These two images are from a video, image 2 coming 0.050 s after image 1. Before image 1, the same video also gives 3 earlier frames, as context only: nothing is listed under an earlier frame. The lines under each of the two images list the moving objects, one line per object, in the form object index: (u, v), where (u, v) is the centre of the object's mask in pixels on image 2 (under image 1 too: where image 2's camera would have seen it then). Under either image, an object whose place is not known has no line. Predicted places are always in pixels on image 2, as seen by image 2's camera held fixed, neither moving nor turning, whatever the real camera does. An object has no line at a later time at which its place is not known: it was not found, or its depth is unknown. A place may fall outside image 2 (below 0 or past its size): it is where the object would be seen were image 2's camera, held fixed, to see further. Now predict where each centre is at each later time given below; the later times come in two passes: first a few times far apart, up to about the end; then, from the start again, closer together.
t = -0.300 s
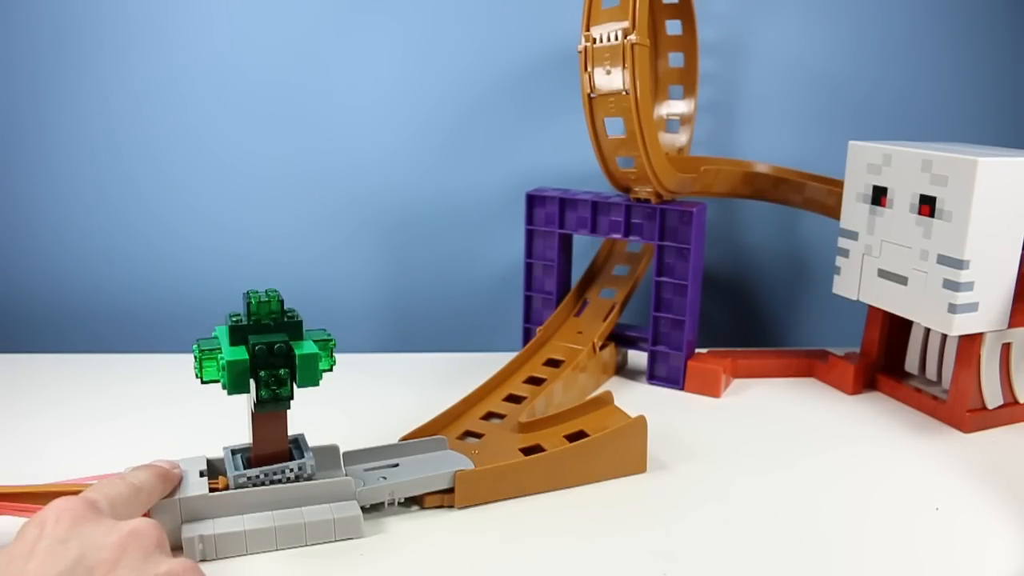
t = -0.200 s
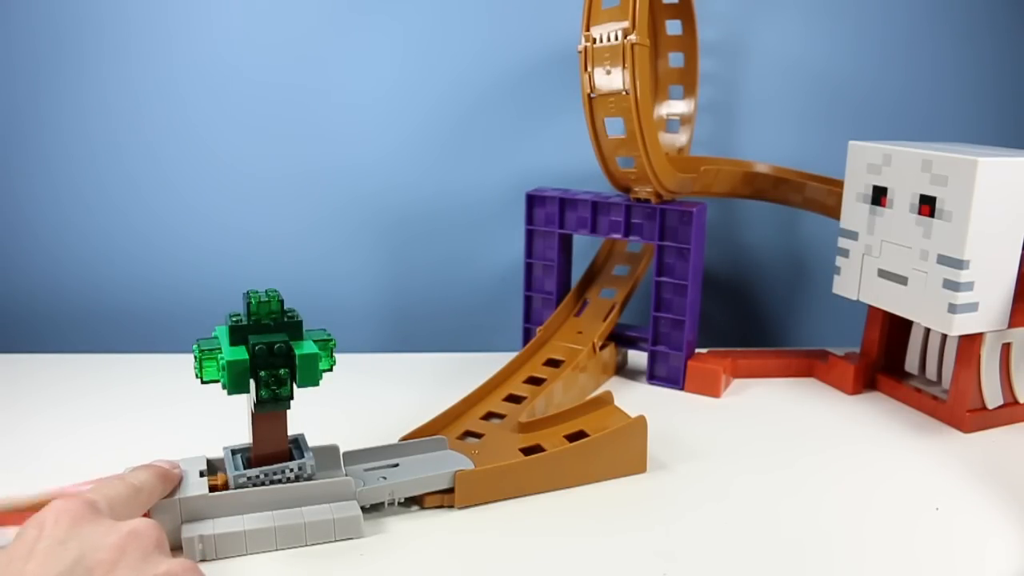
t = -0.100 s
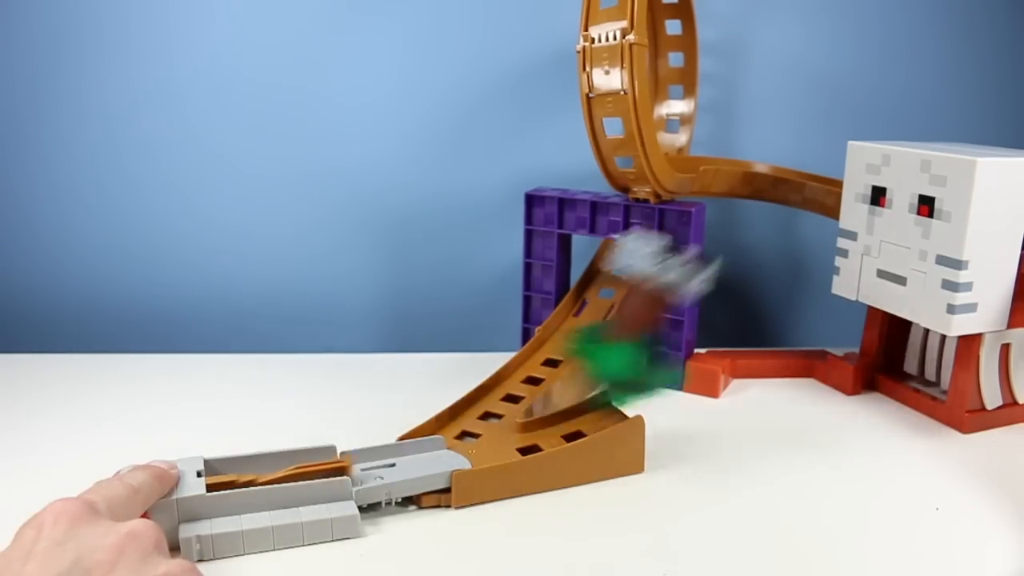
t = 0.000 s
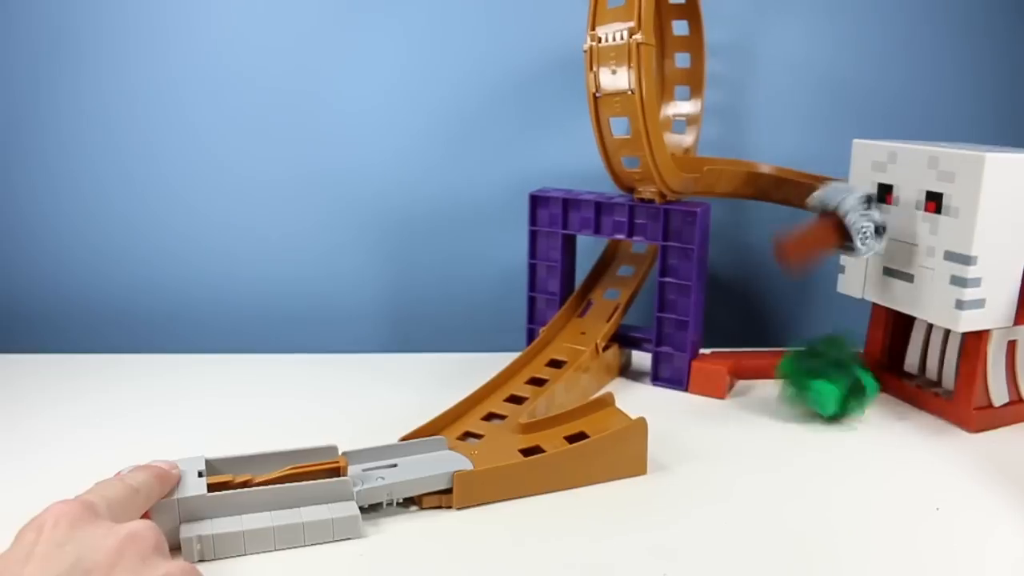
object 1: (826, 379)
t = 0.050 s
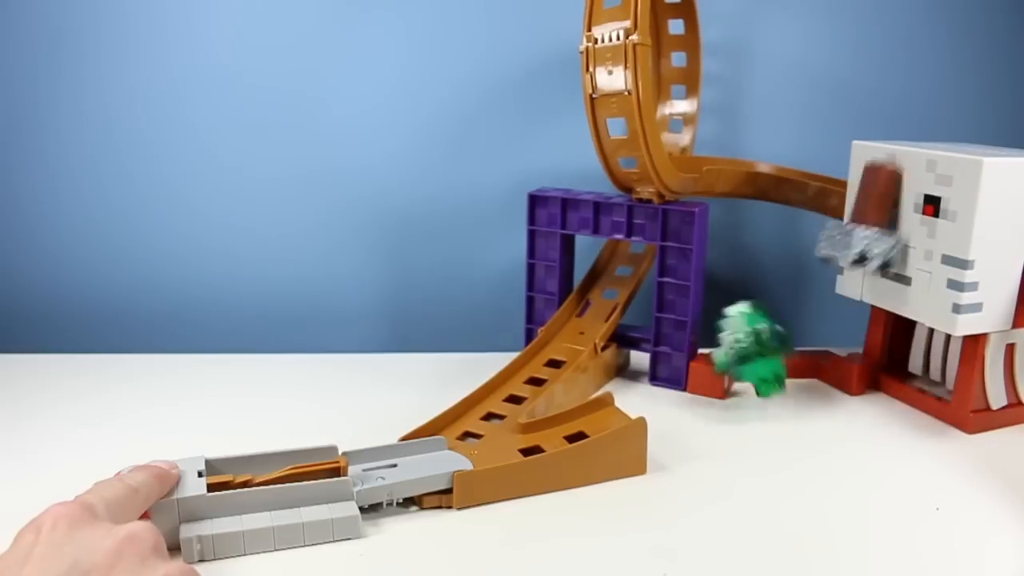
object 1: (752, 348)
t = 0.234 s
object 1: (668, 394)
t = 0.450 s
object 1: (706, 425)
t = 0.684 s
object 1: (708, 439)
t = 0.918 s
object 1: (709, 438)
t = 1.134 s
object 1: (710, 438)
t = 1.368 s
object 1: (710, 437)
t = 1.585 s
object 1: (710, 437)
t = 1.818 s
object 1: (710, 438)
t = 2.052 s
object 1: (710, 437)
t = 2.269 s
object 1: (710, 437)
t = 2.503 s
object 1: (710, 437)
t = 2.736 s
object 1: (710, 437)
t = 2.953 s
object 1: (711, 437)
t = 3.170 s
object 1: (711, 437)
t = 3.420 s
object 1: (711, 437)
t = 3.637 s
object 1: (711, 437)
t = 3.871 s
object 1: (711, 437)
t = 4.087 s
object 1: (711, 437)
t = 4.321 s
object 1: (711, 437)
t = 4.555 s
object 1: (711, 436)
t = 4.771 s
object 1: (711, 436)
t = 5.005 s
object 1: (711, 436)
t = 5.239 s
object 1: (711, 436)
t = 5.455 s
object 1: (711, 436)
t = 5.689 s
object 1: (711, 436)
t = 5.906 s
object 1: (711, 436)
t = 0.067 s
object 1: (730, 346)
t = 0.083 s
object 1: (719, 347)
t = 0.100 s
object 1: (708, 354)
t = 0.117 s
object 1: (696, 365)
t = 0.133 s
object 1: (684, 379)
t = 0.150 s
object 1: (677, 384)
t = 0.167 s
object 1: (671, 384)
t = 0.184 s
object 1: (662, 386)
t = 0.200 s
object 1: (657, 392)
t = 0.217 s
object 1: (662, 393)
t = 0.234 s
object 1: (668, 394)
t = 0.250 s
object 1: (675, 397)
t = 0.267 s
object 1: (680, 402)
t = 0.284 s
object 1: (683, 403)
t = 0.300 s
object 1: (686, 404)
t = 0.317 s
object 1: (688, 405)
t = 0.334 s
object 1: (691, 405)
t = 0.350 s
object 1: (692, 406)
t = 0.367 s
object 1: (694, 408)
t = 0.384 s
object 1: (696, 410)
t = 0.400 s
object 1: (698, 412)
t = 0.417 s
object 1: (700, 415)
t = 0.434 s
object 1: (703, 419)
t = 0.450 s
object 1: (706, 425)
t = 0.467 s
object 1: (710, 430)
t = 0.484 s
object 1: (712, 430)
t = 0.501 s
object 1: (714, 432)
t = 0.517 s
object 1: (715, 434)
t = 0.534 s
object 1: (713, 436)
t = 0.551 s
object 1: (711, 437)
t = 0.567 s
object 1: (710, 438)
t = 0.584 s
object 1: (709, 438)
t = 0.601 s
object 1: (707, 440)
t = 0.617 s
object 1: (707, 440)
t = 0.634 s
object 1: (707, 440)
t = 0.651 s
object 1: (707, 440)
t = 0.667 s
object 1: (707, 440)
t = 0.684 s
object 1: (708, 439)
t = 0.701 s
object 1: (710, 438)
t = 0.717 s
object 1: (710, 438)
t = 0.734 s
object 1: (711, 437)
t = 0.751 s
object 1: (711, 437)
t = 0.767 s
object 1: (711, 437)
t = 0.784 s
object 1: (711, 437)
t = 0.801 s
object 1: (711, 437)
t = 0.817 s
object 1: (710, 438)
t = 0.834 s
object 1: (710, 438)
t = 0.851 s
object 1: (709, 438)
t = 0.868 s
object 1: (709, 438)
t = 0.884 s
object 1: (709, 439)
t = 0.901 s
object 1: (709, 438)
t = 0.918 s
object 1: (709, 438)
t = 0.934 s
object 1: (710, 438)
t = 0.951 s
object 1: (710, 438)
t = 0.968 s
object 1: (710, 437)
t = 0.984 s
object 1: (711, 437)
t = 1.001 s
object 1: (711, 437)
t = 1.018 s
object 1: (711, 437)
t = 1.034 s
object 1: (711, 437)
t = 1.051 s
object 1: (710, 438)
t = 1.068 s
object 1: (710, 438)
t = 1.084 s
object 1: (710, 438)
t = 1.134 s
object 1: (710, 438)
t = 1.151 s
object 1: (710, 437)
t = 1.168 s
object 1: (710, 437)
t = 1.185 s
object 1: (711, 437)
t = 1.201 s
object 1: (711, 437)
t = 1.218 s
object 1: (710, 437)
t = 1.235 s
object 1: (710, 437)
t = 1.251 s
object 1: (710, 437)
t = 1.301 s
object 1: (710, 438)
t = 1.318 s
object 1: (710, 438)
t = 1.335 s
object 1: (710, 437)
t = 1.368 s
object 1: (710, 437)
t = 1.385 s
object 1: (710, 438)
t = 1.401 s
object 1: (710, 437)
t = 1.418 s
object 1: (710, 437)
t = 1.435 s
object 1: (710, 437)
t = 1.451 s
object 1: (710, 438)
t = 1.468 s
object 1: (710, 437)
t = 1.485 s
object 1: (710, 437)
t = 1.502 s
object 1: (710, 437)
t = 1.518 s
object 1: (710, 437)
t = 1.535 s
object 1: (710, 438)
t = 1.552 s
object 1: (710, 437)
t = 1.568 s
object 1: (710, 437)
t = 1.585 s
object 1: (710, 437)
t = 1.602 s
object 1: (710, 437)
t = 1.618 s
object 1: (710, 437)
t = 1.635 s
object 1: (710, 438)
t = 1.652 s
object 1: (710, 437)
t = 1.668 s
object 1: (710, 437)
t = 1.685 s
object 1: (710, 438)
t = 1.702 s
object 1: (710, 437)
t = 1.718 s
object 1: (710, 437)
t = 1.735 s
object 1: (710, 438)
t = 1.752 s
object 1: (710, 437)
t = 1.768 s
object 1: (710, 438)
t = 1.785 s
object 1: (710, 437)
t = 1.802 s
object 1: (710, 438)
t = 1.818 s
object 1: (710, 438)
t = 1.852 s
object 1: (710, 437)
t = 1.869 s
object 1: (710, 437)
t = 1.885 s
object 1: (710, 437)
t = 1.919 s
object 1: (710, 437)
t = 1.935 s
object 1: (710, 437)
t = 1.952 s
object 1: (710, 437)
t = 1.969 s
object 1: (710, 437)
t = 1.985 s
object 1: (710, 437)
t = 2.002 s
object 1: (710, 437)
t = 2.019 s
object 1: (710, 437)
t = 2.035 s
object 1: (710, 437)
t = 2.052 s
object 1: (710, 437)
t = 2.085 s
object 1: (710, 437)
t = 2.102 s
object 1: (710, 437)
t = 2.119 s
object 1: (710, 437)
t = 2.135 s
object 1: (710, 437)
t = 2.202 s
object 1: (710, 437)
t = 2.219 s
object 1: (710, 437)
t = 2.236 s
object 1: (710, 437)
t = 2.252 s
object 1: (710, 437)
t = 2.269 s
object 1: (710, 437)
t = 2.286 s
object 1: (710, 437)
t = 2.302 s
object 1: (710, 437)
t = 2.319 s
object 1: (710, 437)
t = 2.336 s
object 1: (710, 437)
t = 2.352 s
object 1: (710, 437)
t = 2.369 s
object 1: (710, 437)
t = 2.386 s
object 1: (710, 437)
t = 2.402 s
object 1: (710, 437)
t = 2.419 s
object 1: (710, 437)
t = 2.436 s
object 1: (710, 437)
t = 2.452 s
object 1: (710, 437)
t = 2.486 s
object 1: (710, 437)
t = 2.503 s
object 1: (710, 437)
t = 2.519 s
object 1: (710, 437)
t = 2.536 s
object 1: (710, 437)
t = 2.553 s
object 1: (710, 437)
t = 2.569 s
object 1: (710, 437)
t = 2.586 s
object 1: (710, 437)
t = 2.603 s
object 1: (710, 437)
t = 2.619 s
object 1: (710, 437)
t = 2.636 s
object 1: (710, 437)
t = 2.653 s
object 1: (710, 437)
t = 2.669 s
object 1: (710, 437)
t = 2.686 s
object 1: (710, 437)
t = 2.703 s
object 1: (710, 437)
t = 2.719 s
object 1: (711, 437)
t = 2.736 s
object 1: (710, 437)
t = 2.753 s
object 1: (711, 437)
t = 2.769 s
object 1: (711, 437)
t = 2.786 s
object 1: (711, 437)
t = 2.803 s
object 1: (711, 437)
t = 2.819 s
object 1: (711, 437)
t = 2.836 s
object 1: (711, 437)
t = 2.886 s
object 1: (711, 437)
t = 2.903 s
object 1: (711, 437)
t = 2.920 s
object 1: (711, 437)
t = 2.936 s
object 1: (711, 437)
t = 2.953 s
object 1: (711, 437)
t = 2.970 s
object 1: (710, 437)
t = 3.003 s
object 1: (711, 437)
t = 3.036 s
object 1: (711, 437)
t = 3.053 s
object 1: (711, 437)
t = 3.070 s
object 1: (711, 437)
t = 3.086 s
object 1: (711, 437)
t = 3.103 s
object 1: (711, 437)
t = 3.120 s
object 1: (711, 437)
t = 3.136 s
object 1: (711, 437)
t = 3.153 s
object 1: (711, 437)
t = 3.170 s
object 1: (711, 437)
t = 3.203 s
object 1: (711, 437)
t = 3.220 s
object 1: (711, 437)
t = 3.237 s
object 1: (711, 437)
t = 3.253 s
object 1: (711, 437)
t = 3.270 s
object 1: (711, 437)
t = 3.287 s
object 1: (711, 437)
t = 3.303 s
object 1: (711, 437)
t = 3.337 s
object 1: (711, 437)
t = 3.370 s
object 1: (711, 437)
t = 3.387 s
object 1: (711, 437)
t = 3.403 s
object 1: (711, 437)
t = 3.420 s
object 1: (711, 437)
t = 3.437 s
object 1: (711, 437)
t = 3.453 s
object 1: (711, 437)
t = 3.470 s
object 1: (711, 437)
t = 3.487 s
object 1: (711, 437)
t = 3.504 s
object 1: (711, 437)
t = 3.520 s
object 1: (711, 437)
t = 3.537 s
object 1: (711, 437)
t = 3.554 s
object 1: (711, 437)
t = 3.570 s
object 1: (711, 437)
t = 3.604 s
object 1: (711, 437)
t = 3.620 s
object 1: (711, 437)
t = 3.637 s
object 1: (711, 437)
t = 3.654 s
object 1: (711, 437)
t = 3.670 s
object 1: (711, 437)
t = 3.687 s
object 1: (711, 437)
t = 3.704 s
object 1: (711, 437)
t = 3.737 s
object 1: (711, 437)
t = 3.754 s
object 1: (711, 437)
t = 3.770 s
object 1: (711, 437)
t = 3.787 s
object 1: (711, 437)
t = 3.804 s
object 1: (711, 437)
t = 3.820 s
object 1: (711, 437)
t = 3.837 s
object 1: (711, 437)
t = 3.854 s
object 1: (711, 437)
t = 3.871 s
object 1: (711, 437)
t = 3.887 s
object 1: (711, 437)
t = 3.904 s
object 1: (711, 437)
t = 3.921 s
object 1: (711, 437)
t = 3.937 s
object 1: (711, 437)
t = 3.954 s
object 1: (711, 437)
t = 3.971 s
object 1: (711, 437)
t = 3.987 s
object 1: (711, 437)
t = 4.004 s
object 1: (711, 437)
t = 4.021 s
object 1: (711, 437)
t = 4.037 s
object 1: (711, 437)
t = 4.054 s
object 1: (711, 437)
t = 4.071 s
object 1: (711, 437)
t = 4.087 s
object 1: (711, 437)
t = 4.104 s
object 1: (711, 437)
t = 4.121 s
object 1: (711, 437)
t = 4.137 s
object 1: (711, 437)
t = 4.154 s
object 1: (711, 437)
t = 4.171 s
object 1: (711, 437)
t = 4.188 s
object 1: (711, 437)
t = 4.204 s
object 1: (711, 437)
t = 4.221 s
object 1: (711, 437)
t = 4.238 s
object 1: (711, 436)
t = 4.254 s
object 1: (711, 436)
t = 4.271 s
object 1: (711, 436)
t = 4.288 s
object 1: (711, 437)
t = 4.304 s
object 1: (711, 437)
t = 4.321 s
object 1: (711, 437)
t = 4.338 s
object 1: (711, 437)
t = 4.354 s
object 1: (711, 437)
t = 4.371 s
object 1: (711, 437)
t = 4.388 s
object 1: (711, 437)
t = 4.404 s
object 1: (711, 437)
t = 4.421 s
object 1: (711, 437)
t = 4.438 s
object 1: (711, 436)
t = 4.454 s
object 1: (711, 437)
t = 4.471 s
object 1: (711, 437)
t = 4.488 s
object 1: (711, 436)
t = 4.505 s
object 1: (711, 437)
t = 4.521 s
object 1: (711, 437)
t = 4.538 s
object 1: (711, 436)
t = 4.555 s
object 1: (711, 436)
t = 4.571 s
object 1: (711, 436)
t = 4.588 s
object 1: (711, 437)
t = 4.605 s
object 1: (711, 436)
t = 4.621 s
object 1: (711, 436)
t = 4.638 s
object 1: (711, 437)
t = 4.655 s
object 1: (711, 436)
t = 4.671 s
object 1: (711, 436)
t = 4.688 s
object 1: (711, 436)
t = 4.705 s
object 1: (711, 436)
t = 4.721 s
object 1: (711, 436)
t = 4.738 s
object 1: (711, 437)
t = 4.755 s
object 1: (711, 437)
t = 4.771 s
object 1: (711, 436)
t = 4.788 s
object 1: (711, 436)
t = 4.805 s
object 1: (711, 436)
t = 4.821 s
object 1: (711, 436)
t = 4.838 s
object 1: (711, 436)
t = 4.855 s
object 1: (711, 436)
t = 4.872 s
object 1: (711, 437)
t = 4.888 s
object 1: (711, 437)
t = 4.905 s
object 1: (711, 436)
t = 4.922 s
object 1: (711, 436)
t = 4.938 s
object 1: (711, 437)
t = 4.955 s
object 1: (711, 436)
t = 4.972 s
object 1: (711, 436)
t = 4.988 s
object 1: (711, 436)
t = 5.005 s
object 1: (711, 436)
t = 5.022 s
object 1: (711, 436)
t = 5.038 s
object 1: (711, 436)
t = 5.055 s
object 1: (711, 436)
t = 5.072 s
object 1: (711, 436)
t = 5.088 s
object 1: (711, 436)
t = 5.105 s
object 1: (711, 436)
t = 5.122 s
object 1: (711, 436)
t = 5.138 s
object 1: (711, 436)
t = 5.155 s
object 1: (711, 436)
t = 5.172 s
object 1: (711, 437)
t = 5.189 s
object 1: (711, 436)
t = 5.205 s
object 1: (711, 436)
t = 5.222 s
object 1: (711, 436)
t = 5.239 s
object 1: (711, 436)
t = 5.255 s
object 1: (711, 437)
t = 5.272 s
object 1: (711, 436)
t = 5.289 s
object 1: (711, 436)
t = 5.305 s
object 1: (711, 437)
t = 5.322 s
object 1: (711, 436)
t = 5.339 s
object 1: (711, 436)
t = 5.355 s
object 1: (711, 436)
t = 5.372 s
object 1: (711, 437)
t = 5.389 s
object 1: (711, 436)
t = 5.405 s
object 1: (711, 436)
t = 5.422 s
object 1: (711, 436)
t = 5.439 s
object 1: (711, 436)
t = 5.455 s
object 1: (711, 436)
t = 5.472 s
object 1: (711, 436)
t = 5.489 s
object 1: (711, 437)
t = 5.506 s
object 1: (711, 436)
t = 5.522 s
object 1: (711, 436)
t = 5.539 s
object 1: (711, 436)
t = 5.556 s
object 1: (711, 437)
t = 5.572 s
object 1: (711, 436)
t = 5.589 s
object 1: (711, 436)
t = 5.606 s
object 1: (711, 436)
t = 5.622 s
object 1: (711, 437)
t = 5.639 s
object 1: (711, 436)
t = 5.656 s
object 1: (711, 437)
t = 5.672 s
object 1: (711, 436)
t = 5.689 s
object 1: (711, 436)
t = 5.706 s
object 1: (711, 436)
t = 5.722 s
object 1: (711, 436)
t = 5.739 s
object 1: (711, 436)
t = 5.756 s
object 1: (711, 436)
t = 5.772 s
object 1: (711, 436)
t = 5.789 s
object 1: (711, 436)
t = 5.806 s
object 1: (711, 436)
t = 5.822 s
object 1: (711, 436)
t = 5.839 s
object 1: (711, 436)
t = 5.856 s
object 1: (711, 436)
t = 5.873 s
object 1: (711, 436)
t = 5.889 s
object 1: (711, 436)
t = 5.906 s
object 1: (711, 436)
